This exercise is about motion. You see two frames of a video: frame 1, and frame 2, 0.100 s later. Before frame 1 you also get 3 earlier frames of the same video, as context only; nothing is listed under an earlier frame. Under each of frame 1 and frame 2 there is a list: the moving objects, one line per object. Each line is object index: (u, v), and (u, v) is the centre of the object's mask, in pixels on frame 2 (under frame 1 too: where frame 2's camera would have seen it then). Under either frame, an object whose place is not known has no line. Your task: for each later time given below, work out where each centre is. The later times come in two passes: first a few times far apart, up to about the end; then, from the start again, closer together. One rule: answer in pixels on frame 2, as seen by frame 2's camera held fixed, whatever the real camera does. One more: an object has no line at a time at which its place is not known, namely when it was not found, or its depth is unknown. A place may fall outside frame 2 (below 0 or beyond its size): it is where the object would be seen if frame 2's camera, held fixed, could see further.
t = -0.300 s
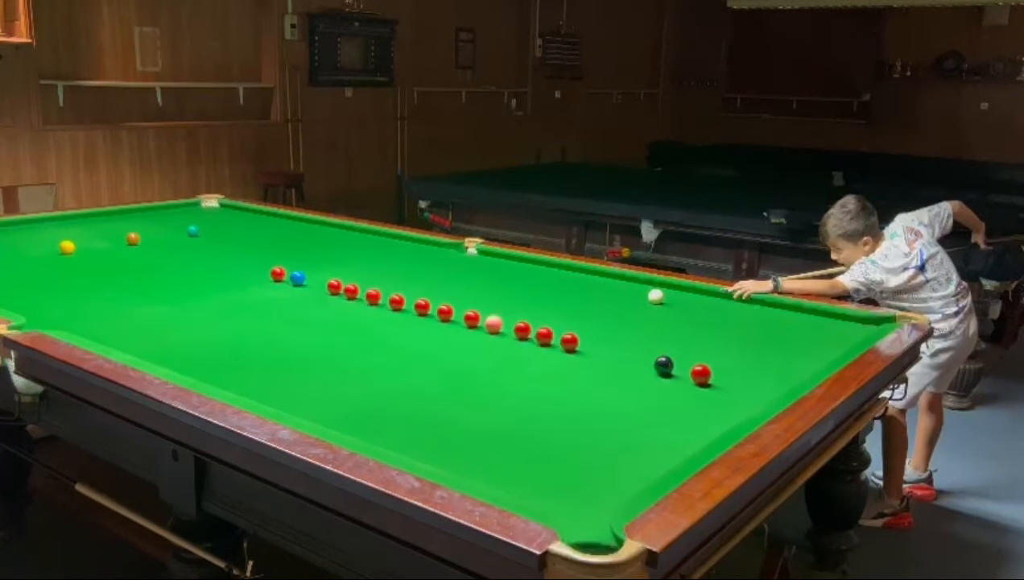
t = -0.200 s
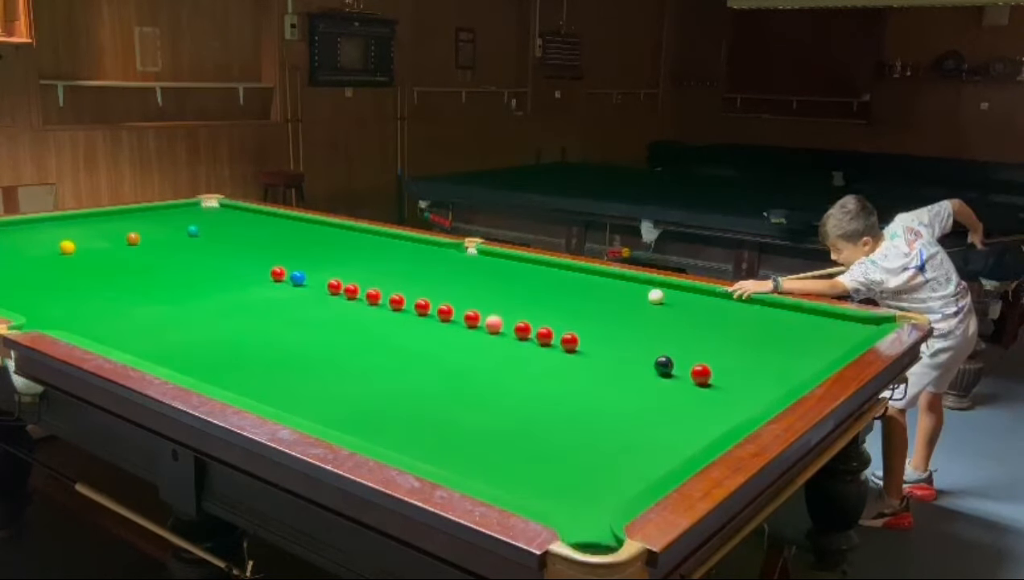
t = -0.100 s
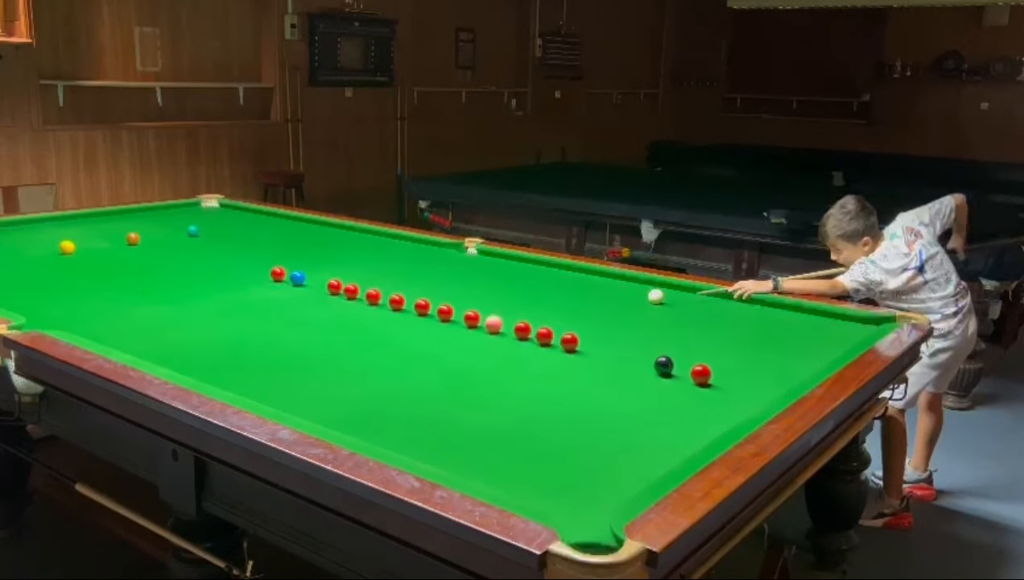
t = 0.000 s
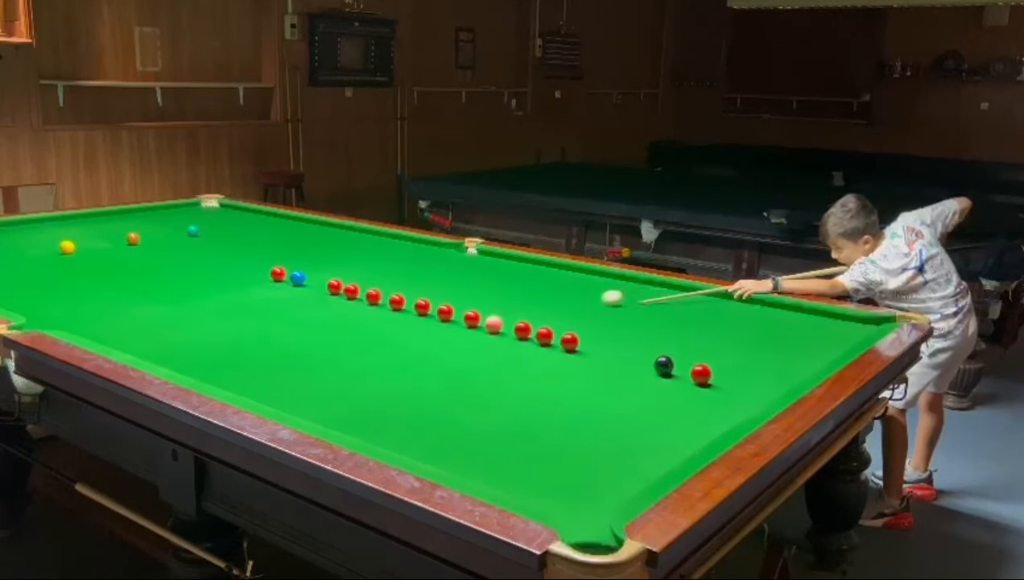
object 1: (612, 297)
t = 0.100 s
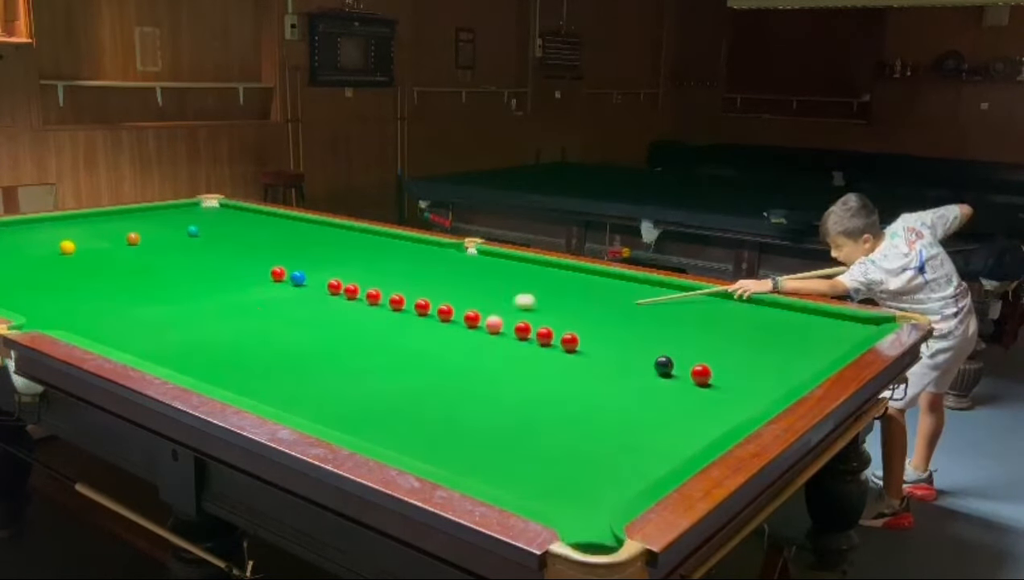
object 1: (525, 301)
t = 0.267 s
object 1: (436, 304)
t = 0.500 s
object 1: (442, 300)
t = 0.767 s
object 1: (450, 300)
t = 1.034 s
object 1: (454, 300)
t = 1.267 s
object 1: (456, 299)
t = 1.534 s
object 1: (460, 299)
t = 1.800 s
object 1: (461, 298)
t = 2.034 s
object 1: (461, 298)
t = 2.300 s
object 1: (461, 298)
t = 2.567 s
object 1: (461, 298)
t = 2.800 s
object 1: (461, 298)
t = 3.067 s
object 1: (461, 298)
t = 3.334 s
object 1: (461, 298)
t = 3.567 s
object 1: (461, 298)
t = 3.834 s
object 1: (461, 298)
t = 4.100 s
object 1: (461, 298)
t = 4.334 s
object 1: (461, 298)
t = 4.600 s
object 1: (461, 298)
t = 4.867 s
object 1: (461, 298)
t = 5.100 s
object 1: (461, 298)
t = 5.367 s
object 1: (461, 298)
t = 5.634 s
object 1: (461, 298)
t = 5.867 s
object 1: (461, 298)
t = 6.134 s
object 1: (461, 298)
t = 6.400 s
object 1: (461, 298)
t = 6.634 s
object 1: (462, 298)
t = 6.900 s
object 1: (462, 298)
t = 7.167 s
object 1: (461, 298)
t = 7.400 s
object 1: (462, 298)
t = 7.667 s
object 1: (461, 298)
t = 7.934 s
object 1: (462, 298)
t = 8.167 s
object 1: (462, 298)
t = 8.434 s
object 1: (461, 298)
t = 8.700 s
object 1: (461, 298)
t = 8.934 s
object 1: (461, 298)
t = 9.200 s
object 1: (461, 298)
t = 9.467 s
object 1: (461, 298)
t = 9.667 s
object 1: (461, 298)
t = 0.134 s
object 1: (495, 302)
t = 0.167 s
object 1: (466, 302)
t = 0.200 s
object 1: (437, 304)
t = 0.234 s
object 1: (436, 304)
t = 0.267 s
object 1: (436, 304)
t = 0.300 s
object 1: (437, 303)
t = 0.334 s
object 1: (438, 302)
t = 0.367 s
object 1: (439, 302)
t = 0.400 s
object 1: (440, 302)
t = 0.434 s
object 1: (440, 301)
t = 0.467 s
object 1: (441, 301)
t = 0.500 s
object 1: (442, 300)
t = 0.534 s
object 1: (444, 300)
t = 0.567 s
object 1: (444, 300)
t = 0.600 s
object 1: (445, 300)
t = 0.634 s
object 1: (446, 300)
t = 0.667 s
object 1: (447, 300)
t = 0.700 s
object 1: (448, 300)
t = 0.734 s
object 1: (448, 300)
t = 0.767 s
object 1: (450, 300)
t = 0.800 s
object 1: (450, 300)
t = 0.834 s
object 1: (450, 300)
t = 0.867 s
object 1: (451, 300)
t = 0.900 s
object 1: (452, 300)
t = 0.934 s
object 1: (452, 300)
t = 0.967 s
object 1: (453, 300)
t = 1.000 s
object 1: (453, 300)
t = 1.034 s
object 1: (454, 300)
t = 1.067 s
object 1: (454, 300)
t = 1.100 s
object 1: (455, 299)
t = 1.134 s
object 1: (455, 299)
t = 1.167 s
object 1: (455, 299)
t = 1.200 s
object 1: (455, 299)
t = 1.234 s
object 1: (456, 300)
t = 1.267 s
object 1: (456, 299)
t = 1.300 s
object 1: (457, 299)
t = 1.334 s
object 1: (457, 299)
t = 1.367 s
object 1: (457, 299)
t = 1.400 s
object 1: (458, 299)
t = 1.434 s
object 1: (459, 299)
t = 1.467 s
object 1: (459, 299)
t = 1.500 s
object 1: (459, 299)
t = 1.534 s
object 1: (460, 299)
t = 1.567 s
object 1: (460, 299)
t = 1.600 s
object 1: (460, 298)
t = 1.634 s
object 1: (460, 298)
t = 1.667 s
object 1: (461, 298)
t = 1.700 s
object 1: (461, 298)
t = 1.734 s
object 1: (461, 298)
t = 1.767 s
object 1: (461, 298)
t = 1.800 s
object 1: (461, 298)
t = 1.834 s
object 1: (461, 298)
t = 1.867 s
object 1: (461, 298)
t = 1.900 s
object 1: (461, 298)
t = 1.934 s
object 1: (461, 298)
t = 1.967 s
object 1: (461, 298)
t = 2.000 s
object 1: (461, 298)
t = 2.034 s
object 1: (461, 298)
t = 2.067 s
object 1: (461, 298)
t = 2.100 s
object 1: (461, 298)
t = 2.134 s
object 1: (461, 298)
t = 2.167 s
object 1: (461, 298)
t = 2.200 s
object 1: (461, 298)
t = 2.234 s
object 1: (461, 298)
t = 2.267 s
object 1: (461, 298)
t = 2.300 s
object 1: (461, 298)
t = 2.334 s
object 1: (461, 298)
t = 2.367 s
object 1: (461, 298)
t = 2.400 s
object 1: (461, 298)
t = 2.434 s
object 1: (461, 298)
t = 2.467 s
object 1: (461, 298)
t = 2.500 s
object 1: (461, 298)
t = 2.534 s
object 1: (461, 298)
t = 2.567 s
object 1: (461, 298)
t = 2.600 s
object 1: (461, 298)
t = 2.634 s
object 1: (461, 298)
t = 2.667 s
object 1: (461, 298)
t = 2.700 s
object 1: (461, 298)
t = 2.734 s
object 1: (461, 298)
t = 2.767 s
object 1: (461, 298)
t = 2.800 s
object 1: (461, 298)
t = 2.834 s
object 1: (461, 298)
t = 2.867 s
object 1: (461, 298)
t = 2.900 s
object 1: (461, 298)
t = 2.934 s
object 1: (461, 298)
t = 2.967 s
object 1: (461, 298)
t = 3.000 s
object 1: (461, 298)
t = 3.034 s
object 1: (461, 298)
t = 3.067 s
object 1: (461, 298)
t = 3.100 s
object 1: (461, 298)
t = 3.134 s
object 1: (461, 298)
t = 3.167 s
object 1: (461, 298)
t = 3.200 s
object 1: (461, 298)
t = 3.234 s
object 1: (461, 298)
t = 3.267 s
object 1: (461, 298)
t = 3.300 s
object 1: (461, 298)
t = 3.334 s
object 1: (461, 298)
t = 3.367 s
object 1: (461, 298)
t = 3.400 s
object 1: (461, 298)
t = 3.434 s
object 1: (461, 298)
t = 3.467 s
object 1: (461, 298)
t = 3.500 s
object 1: (461, 298)
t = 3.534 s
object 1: (461, 298)
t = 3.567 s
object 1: (461, 298)
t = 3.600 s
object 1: (461, 298)
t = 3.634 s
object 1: (461, 298)
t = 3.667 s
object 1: (461, 298)
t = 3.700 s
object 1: (461, 298)
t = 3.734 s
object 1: (461, 298)
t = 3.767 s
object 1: (461, 298)
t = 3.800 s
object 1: (461, 298)
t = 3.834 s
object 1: (461, 298)
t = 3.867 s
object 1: (461, 298)
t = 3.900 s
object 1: (461, 298)
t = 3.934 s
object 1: (461, 298)
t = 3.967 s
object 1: (461, 298)
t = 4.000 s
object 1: (461, 298)
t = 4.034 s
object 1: (461, 298)
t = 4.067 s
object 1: (461, 298)
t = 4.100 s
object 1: (461, 298)
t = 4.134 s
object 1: (461, 298)
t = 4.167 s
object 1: (461, 298)
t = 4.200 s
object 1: (461, 298)
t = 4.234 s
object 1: (461, 298)
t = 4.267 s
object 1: (461, 298)
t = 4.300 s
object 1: (461, 298)
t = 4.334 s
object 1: (461, 298)
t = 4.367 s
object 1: (461, 298)
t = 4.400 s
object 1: (461, 298)
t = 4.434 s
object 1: (461, 298)
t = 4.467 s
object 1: (461, 298)
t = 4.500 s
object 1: (461, 298)
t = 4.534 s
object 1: (461, 298)
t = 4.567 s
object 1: (461, 298)
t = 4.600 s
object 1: (461, 298)
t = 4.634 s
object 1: (461, 298)
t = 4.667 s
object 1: (461, 298)
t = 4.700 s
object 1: (461, 298)
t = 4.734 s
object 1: (461, 298)
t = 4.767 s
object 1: (461, 298)
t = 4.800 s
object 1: (461, 298)
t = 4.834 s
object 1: (461, 298)
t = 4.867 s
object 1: (461, 298)
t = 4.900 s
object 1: (461, 298)
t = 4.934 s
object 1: (461, 298)
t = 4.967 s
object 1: (461, 298)
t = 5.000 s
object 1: (461, 298)
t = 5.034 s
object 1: (461, 298)
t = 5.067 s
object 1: (461, 298)
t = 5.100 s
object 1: (461, 298)
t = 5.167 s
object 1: (461, 298)
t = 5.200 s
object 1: (461, 298)
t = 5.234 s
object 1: (461, 298)
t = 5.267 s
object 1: (461, 298)
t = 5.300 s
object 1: (461, 298)
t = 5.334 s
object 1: (461, 298)
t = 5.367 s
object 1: (461, 298)
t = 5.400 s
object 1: (461, 298)
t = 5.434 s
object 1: (461, 298)
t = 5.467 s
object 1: (461, 298)
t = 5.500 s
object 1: (461, 298)
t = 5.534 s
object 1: (461, 298)
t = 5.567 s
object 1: (461, 298)
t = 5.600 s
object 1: (461, 298)
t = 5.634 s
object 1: (461, 298)
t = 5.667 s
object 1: (461, 298)
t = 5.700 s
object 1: (461, 298)
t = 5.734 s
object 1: (461, 298)
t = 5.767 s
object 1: (461, 298)
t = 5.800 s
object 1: (461, 298)
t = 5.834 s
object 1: (461, 298)
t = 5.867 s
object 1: (461, 298)
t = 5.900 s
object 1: (461, 298)
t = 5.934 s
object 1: (461, 298)
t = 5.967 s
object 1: (461, 298)
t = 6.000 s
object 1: (461, 298)
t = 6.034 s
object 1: (461, 298)
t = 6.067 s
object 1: (461, 298)
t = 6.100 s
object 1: (461, 298)
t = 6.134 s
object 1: (461, 298)
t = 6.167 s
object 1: (461, 298)
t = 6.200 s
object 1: (461, 298)
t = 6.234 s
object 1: (461, 298)
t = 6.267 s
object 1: (461, 298)
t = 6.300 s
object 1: (461, 298)
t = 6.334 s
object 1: (461, 298)
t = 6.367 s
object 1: (461, 298)
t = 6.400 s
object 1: (461, 298)
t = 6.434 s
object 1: (461, 298)
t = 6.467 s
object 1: (461, 298)
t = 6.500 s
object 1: (461, 298)
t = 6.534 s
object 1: (461, 298)
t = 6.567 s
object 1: (461, 298)
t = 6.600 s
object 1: (462, 298)
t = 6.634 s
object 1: (462, 298)
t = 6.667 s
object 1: (462, 298)
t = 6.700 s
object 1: (461, 298)
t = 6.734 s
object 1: (461, 298)
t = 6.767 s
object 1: (461, 298)
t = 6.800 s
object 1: (462, 298)
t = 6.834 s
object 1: (461, 298)
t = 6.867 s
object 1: (461, 298)
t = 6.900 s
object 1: (462, 298)
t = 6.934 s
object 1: (462, 298)
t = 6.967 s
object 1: (461, 298)
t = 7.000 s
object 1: (461, 298)
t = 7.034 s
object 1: (462, 298)
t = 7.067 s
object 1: (462, 298)
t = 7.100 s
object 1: (461, 298)
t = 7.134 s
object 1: (461, 298)
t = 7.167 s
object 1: (461, 298)
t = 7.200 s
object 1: (461, 298)
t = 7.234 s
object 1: (461, 298)
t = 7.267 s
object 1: (462, 298)
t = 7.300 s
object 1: (462, 298)
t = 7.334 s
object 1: (462, 298)
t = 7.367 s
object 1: (462, 298)
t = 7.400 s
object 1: (462, 298)
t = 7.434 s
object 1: (462, 298)
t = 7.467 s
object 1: (462, 298)
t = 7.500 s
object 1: (462, 298)
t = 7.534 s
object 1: (462, 298)
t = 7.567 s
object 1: (462, 298)
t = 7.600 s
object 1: (461, 298)
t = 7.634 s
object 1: (461, 298)
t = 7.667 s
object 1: (461, 298)
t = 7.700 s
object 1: (462, 298)
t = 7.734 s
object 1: (462, 298)
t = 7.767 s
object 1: (462, 298)
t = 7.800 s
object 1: (462, 298)
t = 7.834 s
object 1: (462, 298)
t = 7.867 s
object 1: (462, 298)
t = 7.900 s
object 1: (462, 298)
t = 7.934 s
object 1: (462, 298)
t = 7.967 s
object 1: (462, 298)
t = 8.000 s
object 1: (462, 298)
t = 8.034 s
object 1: (462, 298)
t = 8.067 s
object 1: (462, 298)
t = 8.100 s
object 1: (462, 298)
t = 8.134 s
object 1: (462, 298)
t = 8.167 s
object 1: (462, 298)
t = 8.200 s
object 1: (461, 298)
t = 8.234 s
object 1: (461, 298)
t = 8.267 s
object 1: (461, 298)
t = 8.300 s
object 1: (461, 298)
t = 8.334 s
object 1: (461, 298)
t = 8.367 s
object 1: (461, 298)
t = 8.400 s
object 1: (461, 298)
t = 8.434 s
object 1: (461, 298)
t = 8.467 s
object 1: (461, 298)
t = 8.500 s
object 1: (461, 298)
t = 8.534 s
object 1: (461, 298)
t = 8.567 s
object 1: (461, 298)
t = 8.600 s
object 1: (461, 298)
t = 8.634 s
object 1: (461, 298)
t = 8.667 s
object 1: (461, 298)
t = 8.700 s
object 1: (461, 298)
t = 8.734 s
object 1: (461, 298)
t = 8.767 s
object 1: (461, 298)
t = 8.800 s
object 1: (461, 298)
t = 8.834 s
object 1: (461, 298)
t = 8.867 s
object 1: (461, 298)
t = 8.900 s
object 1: (461, 298)
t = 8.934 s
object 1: (461, 298)
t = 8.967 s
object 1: (461, 298)
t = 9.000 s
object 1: (461, 298)
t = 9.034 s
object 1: (461, 298)
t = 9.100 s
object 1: (461, 298)
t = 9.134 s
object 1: (461, 298)
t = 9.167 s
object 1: (461, 298)
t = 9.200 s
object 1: (461, 298)
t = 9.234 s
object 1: (461, 298)
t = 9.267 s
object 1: (461, 298)
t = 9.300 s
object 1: (461, 298)
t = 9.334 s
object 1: (461, 298)
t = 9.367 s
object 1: (461, 298)
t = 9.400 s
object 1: (461, 298)
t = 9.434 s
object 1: (461, 298)
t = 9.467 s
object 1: (461, 298)
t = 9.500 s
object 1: (461, 298)
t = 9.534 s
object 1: (461, 298)
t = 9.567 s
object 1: (461, 298)
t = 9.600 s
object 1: (461, 298)
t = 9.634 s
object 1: (461, 298)
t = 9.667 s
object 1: (461, 298)
